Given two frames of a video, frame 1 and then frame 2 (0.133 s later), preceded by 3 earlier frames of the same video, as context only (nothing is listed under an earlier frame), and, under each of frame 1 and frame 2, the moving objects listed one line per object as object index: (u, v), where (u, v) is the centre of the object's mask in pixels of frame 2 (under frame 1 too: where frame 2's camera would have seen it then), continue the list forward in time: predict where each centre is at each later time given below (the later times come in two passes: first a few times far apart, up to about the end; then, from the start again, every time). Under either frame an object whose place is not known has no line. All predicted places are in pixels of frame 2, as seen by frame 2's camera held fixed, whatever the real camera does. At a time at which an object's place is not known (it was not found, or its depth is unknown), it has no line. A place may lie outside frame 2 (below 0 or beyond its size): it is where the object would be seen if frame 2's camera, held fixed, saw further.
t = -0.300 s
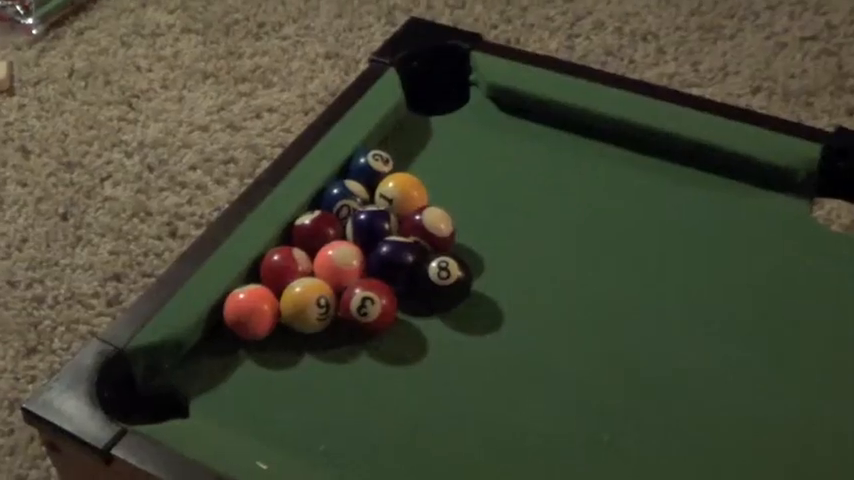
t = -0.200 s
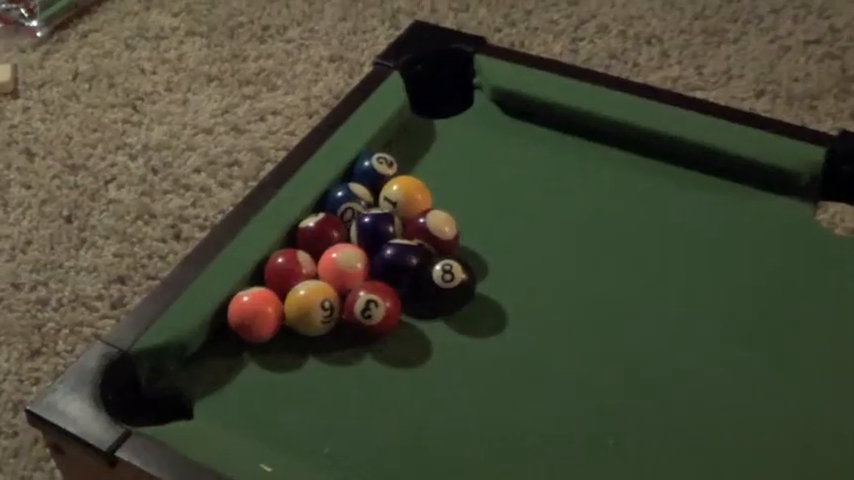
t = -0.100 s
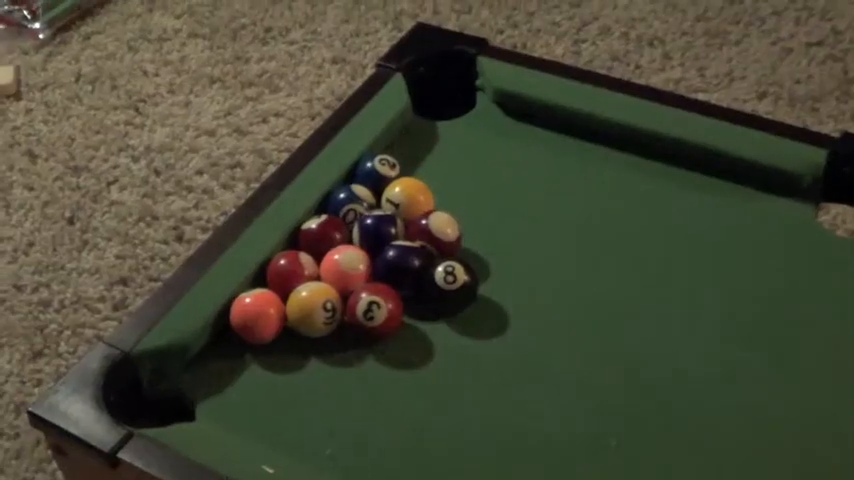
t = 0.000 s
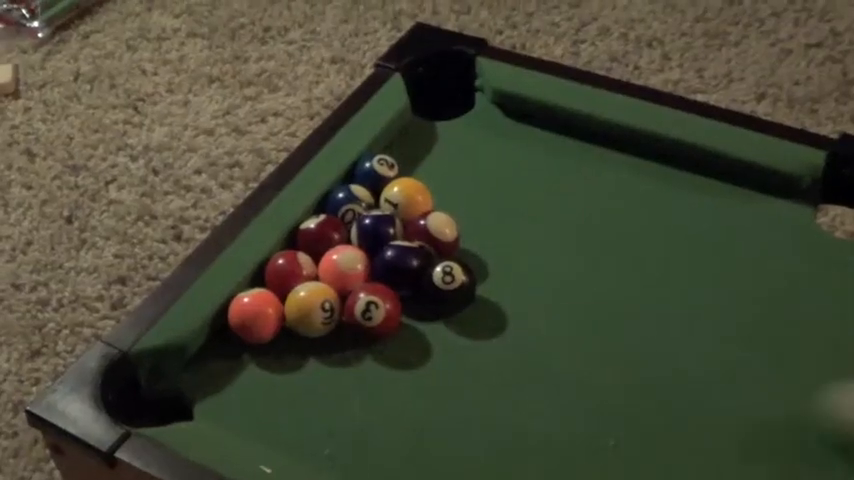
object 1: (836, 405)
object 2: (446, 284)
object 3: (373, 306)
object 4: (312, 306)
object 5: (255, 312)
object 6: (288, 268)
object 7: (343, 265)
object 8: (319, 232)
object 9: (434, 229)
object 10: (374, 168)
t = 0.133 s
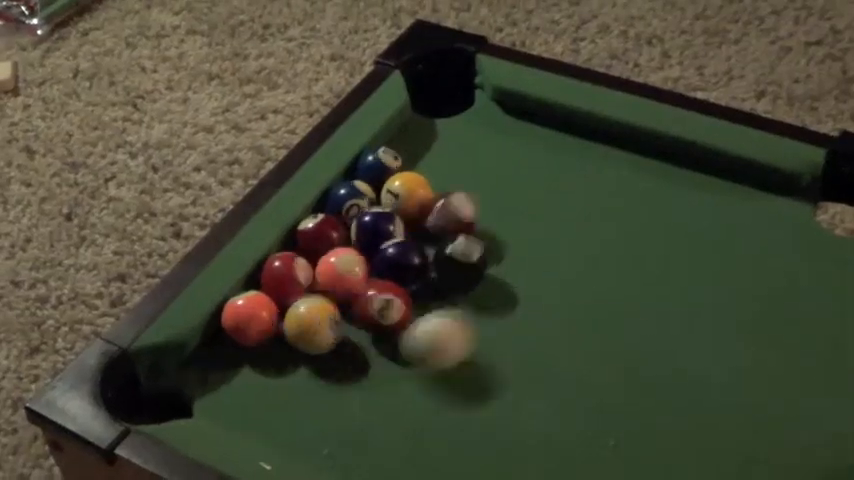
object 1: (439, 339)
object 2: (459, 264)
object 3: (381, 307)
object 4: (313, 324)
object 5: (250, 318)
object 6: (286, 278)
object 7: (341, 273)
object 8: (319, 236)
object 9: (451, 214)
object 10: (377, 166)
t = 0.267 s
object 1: (301, 428)
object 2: (492, 212)
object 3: (415, 308)
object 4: (266, 371)
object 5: (232, 333)
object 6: (286, 288)
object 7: (347, 288)
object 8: (316, 245)
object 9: (504, 173)
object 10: (383, 160)
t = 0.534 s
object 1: (333, 338)
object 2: (513, 146)
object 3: (427, 308)
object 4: (239, 388)
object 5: (221, 343)
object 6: (278, 288)
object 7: (343, 289)
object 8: (315, 246)
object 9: (561, 126)
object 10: (383, 160)
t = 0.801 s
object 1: (323, 324)
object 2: (476, 133)
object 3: (427, 309)
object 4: (238, 388)
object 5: (223, 343)
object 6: (275, 289)
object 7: (338, 274)
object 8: (313, 241)
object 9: (562, 128)
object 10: (384, 160)
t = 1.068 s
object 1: (316, 321)
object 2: (461, 134)
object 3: (427, 309)
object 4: (238, 388)
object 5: (223, 343)
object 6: (274, 288)
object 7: (338, 274)
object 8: (315, 237)
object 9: (562, 128)
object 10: (384, 159)
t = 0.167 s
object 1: (390, 363)
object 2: (469, 250)
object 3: (392, 307)
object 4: (309, 340)
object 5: (245, 322)
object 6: (287, 282)
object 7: (345, 278)
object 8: (318, 239)
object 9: (464, 205)
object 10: (379, 164)
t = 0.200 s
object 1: (344, 387)
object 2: (478, 240)
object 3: (401, 309)
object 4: (297, 353)
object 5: (241, 328)
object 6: (287, 284)
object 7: (346, 282)
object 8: (316, 242)
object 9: (478, 194)
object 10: (381, 162)
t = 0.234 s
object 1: (315, 420)
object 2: (486, 225)
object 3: (409, 309)
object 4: (276, 359)
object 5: (234, 330)
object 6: (287, 286)
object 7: (347, 285)
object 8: (316, 244)
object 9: (492, 182)
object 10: (383, 161)
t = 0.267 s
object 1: (301, 428)
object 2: (492, 212)
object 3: (415, 308)
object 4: (266, 371)
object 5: (232, 333)
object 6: (286, 288)
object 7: (347, 288)
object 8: (316, 245)
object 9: (504, 173)
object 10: (383, 160)
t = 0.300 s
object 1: (311, 412)
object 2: (498, 203)
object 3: (420, 308)
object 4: (256, 383)
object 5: (231, 337)
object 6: (285, 289)
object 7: (347, 289)
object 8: (316, 246)
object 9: (514, 165)
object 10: (383, 160)
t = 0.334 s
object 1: (317, 400)
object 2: (503, 193)
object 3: (424, 308)
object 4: (244, 394)
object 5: (230, 340)
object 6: (284, 290)
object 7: (346, 291)
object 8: (316, 247)
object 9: (524, 156)
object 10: (383, 160)
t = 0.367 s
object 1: (323, 388)
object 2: (508, 182)
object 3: (426, 308)
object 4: (235, 404)
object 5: (228, 343)
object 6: (283, 290)
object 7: (346, 292)
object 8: (316, 247)
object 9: (533, 151)
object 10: (382, 160)
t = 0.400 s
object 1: (327, 376)
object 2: (514, 171)
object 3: (428, 309)
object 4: (234, 403)
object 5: (227, 344)
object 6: (281, 290)
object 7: (345, 292)
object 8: (316, 247)
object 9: (542, 142)
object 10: (382, 160)
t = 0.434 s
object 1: (330, 365)
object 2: (515, 163)
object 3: (429, 309)
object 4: (236, 399)
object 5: (226, 344)
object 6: (281, 289)
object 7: (345, 292)
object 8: (316, 247)
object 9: (549, 136)
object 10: (383, 160)
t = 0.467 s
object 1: (332, 355)
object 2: (519, 154)
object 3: (429, 309)
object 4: (238, 395)
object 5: (224, 344)
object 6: (280, 288)
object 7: (344, 292)
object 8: (315, 246)
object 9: (556, 128)
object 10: (383, 160)
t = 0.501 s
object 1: (333, 347)
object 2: (520, 149)
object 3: (428, 309)
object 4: (239, 391)
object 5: (222, 344)
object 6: (279, 288)
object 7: (343, 290)
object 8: (315, 246)
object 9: (559, 125)
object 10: (383, 160)
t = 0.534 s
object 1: (333, 338)
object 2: (513, 146)
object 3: (427, 308)
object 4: (239, 388)
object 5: (221, 343)
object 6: (278, 288)
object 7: (343, 289)
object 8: (315, 246)
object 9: (561, 126)
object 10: (383, 160)
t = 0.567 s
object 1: (333, 332)
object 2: (508, 142)
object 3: (427, 308)
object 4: (240, 388)
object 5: (222, 343)
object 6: (277, 288)
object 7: (342, 286)
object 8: (315, 246)
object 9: (562, 126)
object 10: (383, 160)
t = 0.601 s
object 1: (331, 330)
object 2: (502, 139)
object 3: (427, 308)
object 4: (239, 388)
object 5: (222, 343)
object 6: (276, 288)
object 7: (341, 282)
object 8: (314, 245)
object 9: (563, 130)
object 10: (383, 160)
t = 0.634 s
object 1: (329, 328)
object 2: (497, 138)
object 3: (427, 308)
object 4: (239, 388)
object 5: (222, 343)
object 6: (275, 289)
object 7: (340, 279)
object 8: (313, 244)
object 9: (562, 128)
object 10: (383, 160)
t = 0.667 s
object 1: (328, 327)
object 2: (492, 136)
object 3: (427, 308)
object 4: (238, 388)
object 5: (223, 343)
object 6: (275, 289)
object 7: (339, 276)
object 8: (313, 243)
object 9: (562, 129)
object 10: (383, 160)
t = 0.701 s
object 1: (327, 326)
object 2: (488, 135)
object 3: (427, 308)
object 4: (238, 388)
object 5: (223, 343)
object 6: (275, 290)
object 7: (338, 275)
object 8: (312, 242)
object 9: (562, 129)
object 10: (384, 160)
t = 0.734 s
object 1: (326, 326)
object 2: (484, 134)
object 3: (427, 308)
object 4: (238, 388)
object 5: (223, 343)
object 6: (276, 289)
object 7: (338, 274)
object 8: (313, 241)
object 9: (562, 128)
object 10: (384, 160)
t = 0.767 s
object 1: (324, 325)
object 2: (480, 133)
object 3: (427, 308)
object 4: (238, 388)
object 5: (223, 343)
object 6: (275, 289)
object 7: (338, 274)
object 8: (313, 241)
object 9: (562, 128)
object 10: (384, 160)
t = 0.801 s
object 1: (323, 324)
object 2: (476, 133)
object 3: (427, 309)
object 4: (238, 388)
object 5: (223, 343)
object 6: (275, 289)
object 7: (338, 274)
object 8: (313, 241)
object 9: (562, 128)
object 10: (384, 160)
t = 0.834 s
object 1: (322, 323)
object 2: (472, 133)
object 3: (427, 309)
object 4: (238, 389)
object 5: (223, 343)
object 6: (275, 289)
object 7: (338, 274)
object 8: (313, 241)
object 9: (561, 128)
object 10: (384, 160)
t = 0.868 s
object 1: (321, 323)
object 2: (470, 133)
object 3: (427, 309)
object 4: (238, 388)
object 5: (223, 343)
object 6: (275, 288)
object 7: (338, 274)
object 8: (313, 241)
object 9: (561, 128)
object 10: (384, 159)
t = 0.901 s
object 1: (319, 322)
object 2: (467, 133)
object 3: (427, 309)
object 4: (238, 388)
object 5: (223, 343)
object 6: (275, 288)
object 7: (338, 274)
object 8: (315, 238)
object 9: (562, 128)
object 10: (384, 160)
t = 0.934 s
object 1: (319, 322)
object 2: (465, 133)
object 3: (427, 309)
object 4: (238, 389)
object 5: (223, 343)
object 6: (275, 288)
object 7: (338, 273)
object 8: (315, 238)
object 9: (562, 128)
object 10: (384, 159)
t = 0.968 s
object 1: (318, 321)
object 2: (464, 133)
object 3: (427, 309)
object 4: (238, 388)
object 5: (223, 343)
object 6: (274, 289)
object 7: (338, 273)
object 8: (315, 237)
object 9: (561, 128)
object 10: (384, 159)
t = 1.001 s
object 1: (317, 321)
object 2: (463, 133)
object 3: (427, 309)
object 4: (238, 389)
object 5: (223, 343)
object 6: (274, 288)
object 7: (338, 274)
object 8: (315, 237)
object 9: (562, 129)
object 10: (384, 159)
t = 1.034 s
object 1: (317, 321)
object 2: (462, 134)
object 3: (427, 309)
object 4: (238, 389)
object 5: (223, 343)
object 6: (274, 288)
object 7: (338, 274)
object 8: (315, 237)
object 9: (561, 129)
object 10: (384, 159)
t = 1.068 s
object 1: (316, 321)
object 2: (461, 134)
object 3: (427, 309)
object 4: (238, 388)
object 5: (223, 343)
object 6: (274, 288)
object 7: (338, 274)
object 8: (315, 237)
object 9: (562, 128)
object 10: (384, 159)
